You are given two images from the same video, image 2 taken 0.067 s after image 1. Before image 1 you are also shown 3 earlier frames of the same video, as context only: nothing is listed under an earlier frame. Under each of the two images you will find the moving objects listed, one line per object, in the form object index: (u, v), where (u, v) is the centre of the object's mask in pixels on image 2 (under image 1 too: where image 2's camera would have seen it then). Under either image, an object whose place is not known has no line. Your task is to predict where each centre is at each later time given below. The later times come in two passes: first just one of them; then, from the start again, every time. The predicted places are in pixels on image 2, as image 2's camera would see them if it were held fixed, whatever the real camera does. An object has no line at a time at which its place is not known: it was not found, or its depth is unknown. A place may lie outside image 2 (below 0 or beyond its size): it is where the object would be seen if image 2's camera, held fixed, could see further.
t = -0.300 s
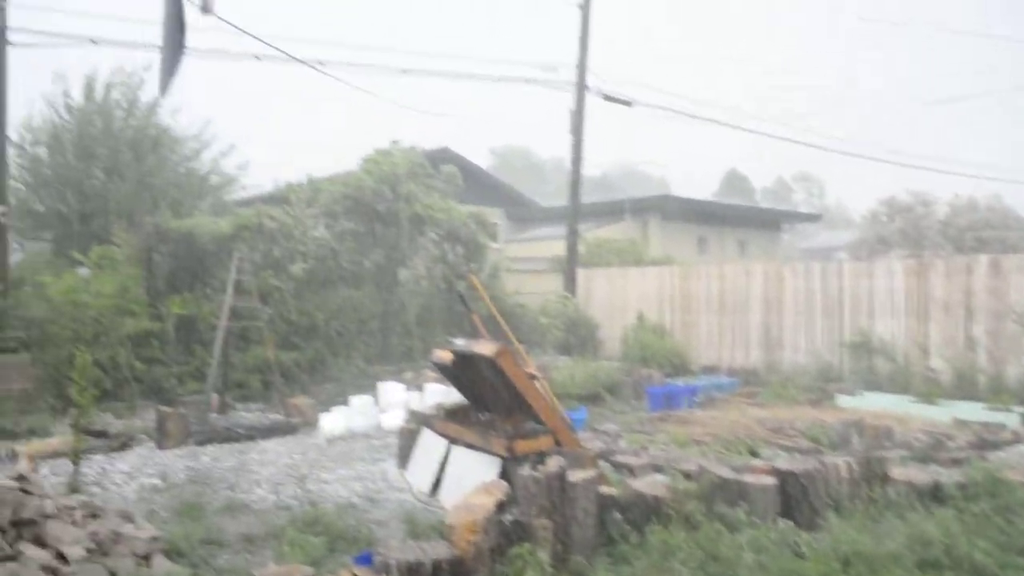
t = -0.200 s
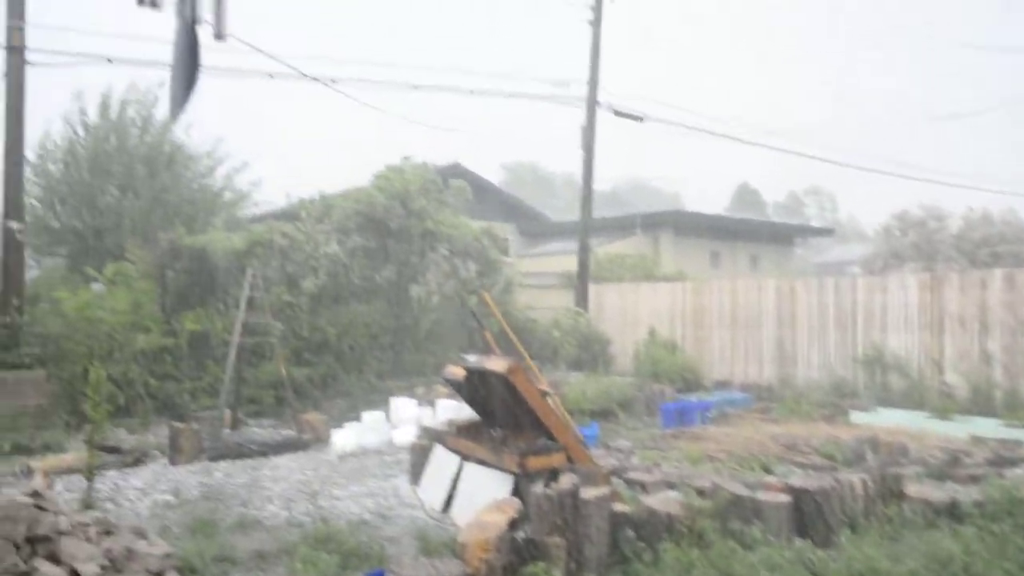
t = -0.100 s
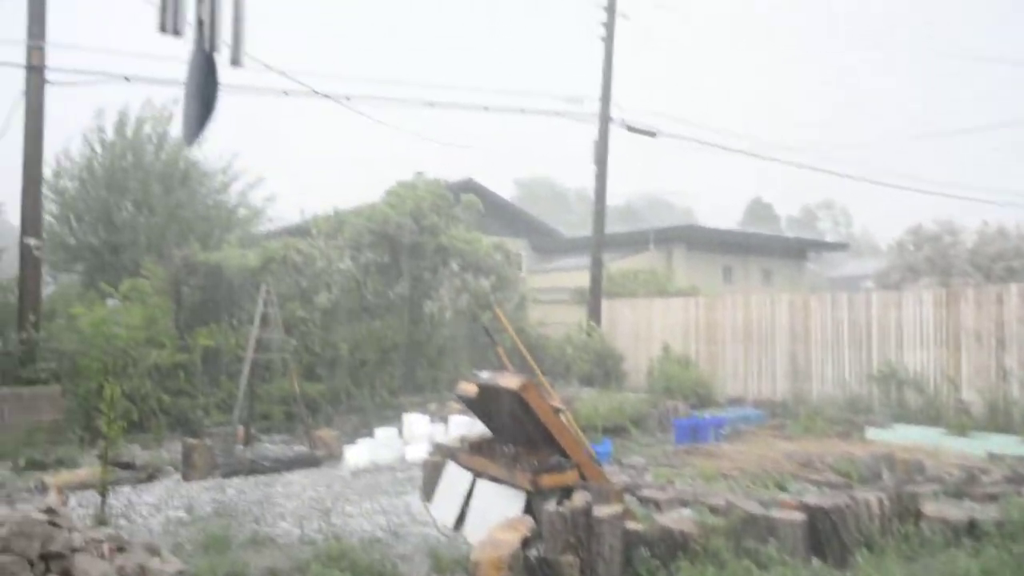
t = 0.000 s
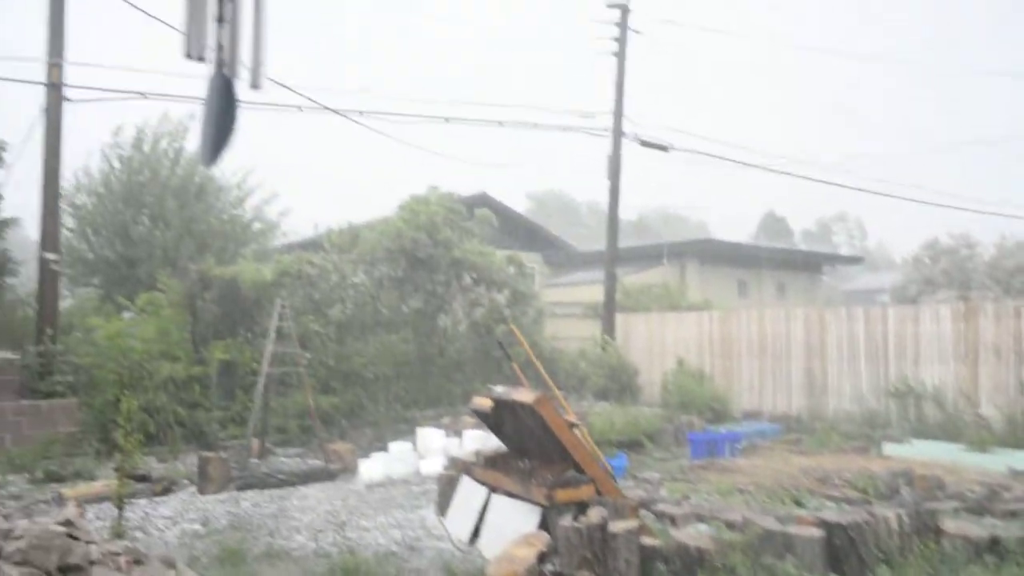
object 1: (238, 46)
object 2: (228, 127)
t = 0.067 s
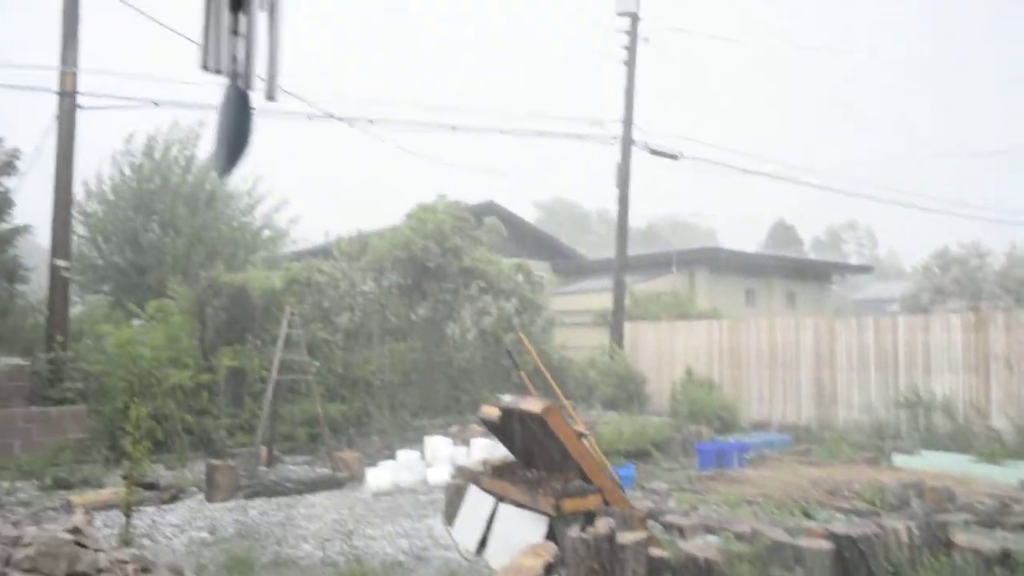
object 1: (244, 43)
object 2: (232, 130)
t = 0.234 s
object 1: (255, 35)
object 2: (248, 139)
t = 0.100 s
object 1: (245, 41)
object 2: (234, 132)
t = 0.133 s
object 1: (248, 39)
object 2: (238, 134)
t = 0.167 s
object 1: (250, 38)
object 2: (241, 135)
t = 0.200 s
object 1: (253, 36)
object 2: (244, 138)
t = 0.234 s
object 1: (255, 35)
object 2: (248, 139)
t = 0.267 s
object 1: (257, 34)
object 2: (252, 141)
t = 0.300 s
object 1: (261, 34)
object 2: (257, 141)
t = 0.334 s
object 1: (263, 30)
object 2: (261, 142)
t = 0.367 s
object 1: (265, 29)
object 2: (264, 145)
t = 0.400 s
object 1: (267, 28)
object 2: (267, 146)
